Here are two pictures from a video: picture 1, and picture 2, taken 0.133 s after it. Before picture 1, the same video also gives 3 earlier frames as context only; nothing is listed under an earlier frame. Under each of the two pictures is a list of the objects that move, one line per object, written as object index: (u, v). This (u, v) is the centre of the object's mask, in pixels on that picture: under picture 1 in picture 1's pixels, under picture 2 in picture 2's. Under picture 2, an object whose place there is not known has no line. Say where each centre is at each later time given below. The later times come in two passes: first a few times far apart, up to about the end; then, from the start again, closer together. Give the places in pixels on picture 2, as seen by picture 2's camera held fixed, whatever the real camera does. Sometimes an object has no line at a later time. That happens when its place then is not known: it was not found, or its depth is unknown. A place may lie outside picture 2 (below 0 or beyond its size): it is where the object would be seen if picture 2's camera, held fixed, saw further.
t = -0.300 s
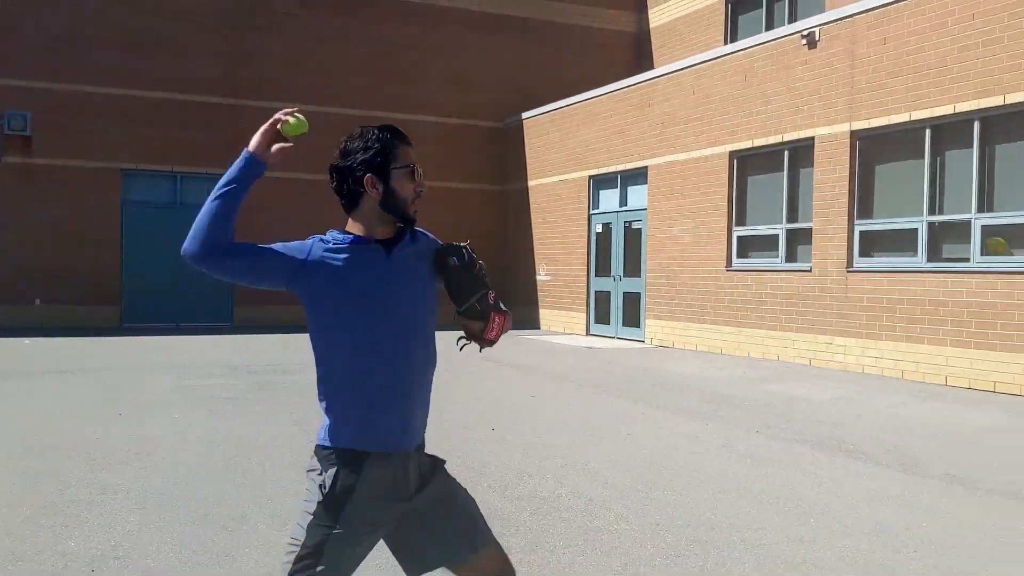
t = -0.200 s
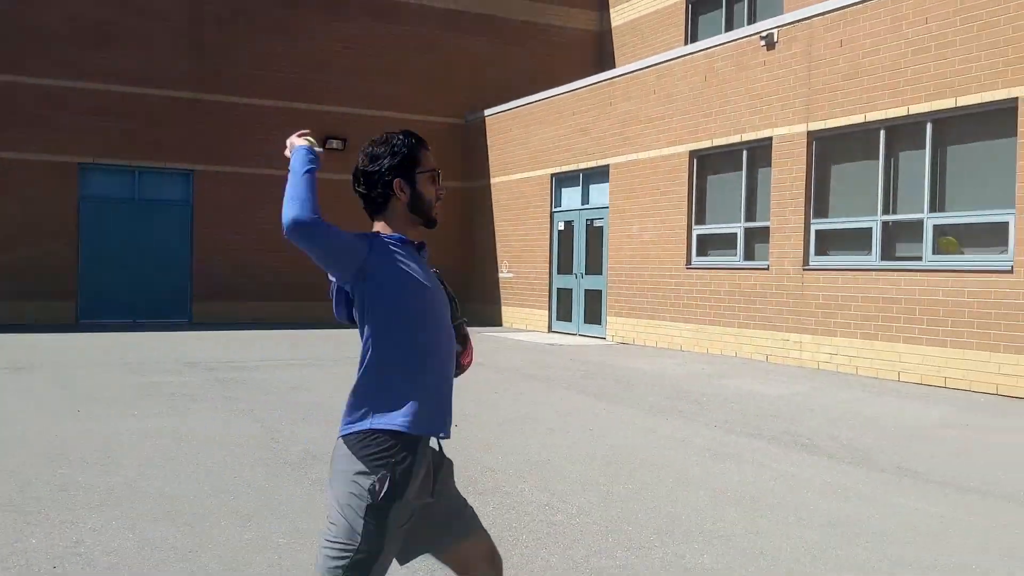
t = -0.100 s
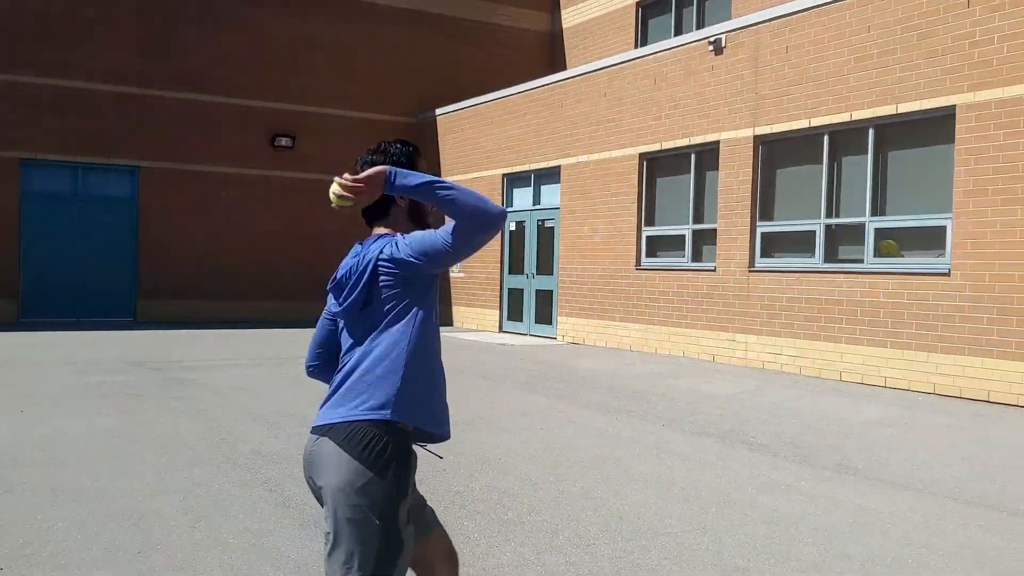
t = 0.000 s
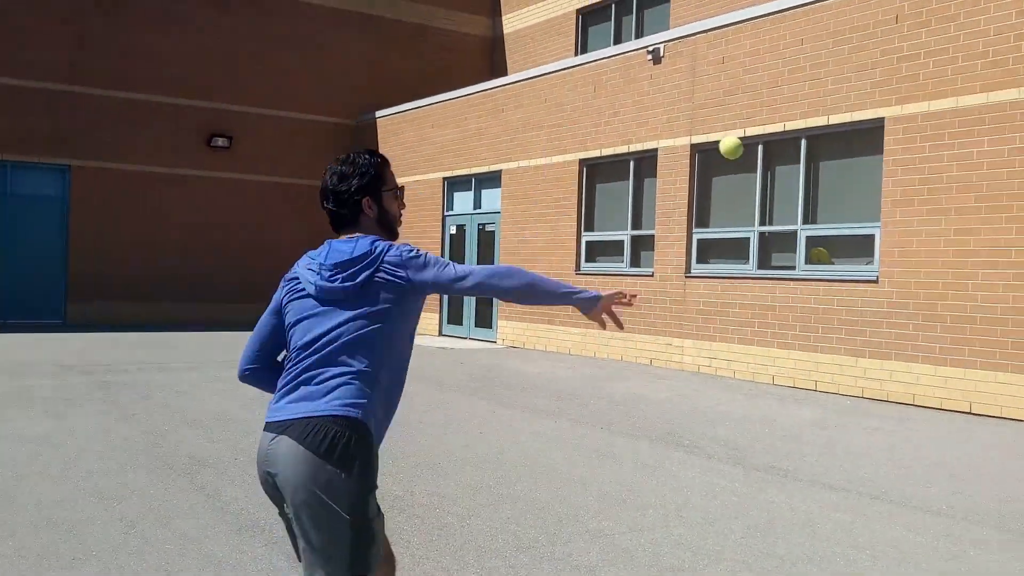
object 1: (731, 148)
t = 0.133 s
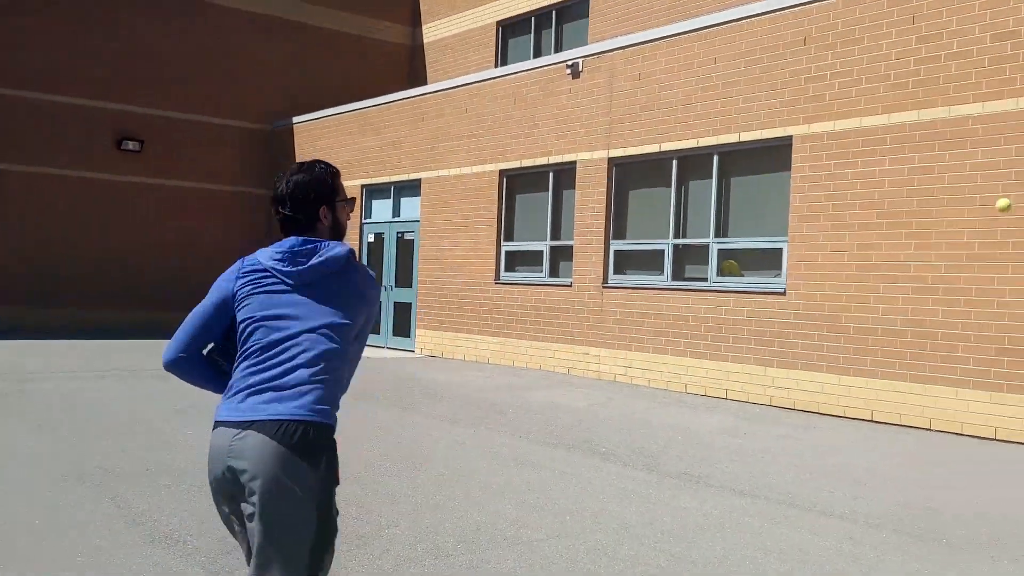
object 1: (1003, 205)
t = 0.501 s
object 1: (1191, 326)
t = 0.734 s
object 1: (1017, 487)
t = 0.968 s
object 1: (877, 458)
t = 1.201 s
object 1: (729, 438)
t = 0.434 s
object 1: (1232, 303)
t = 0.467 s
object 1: (1212, 313)
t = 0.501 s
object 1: (1191, 326)
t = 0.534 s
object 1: (1170, 341)
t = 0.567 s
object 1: (1148, 358)
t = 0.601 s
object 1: (1124, 377)
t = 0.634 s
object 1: (1100, 400)
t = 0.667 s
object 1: (1075, 425)
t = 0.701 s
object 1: (1047, 453)
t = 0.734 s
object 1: (1017, 487)
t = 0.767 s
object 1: (985, 523)
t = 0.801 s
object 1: (960, 538)
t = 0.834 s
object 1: (944, 519)
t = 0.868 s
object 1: (929, 501)
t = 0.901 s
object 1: (912, 485)
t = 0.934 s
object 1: (894, 470)
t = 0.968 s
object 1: (877, 458)
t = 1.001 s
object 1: (858, 448)
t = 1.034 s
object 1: (839, 441)
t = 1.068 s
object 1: (819, 436)
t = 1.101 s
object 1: (798, 432)
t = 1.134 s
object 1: (776, 431)
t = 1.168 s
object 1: (753, 433)
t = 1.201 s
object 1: (729, 438)
